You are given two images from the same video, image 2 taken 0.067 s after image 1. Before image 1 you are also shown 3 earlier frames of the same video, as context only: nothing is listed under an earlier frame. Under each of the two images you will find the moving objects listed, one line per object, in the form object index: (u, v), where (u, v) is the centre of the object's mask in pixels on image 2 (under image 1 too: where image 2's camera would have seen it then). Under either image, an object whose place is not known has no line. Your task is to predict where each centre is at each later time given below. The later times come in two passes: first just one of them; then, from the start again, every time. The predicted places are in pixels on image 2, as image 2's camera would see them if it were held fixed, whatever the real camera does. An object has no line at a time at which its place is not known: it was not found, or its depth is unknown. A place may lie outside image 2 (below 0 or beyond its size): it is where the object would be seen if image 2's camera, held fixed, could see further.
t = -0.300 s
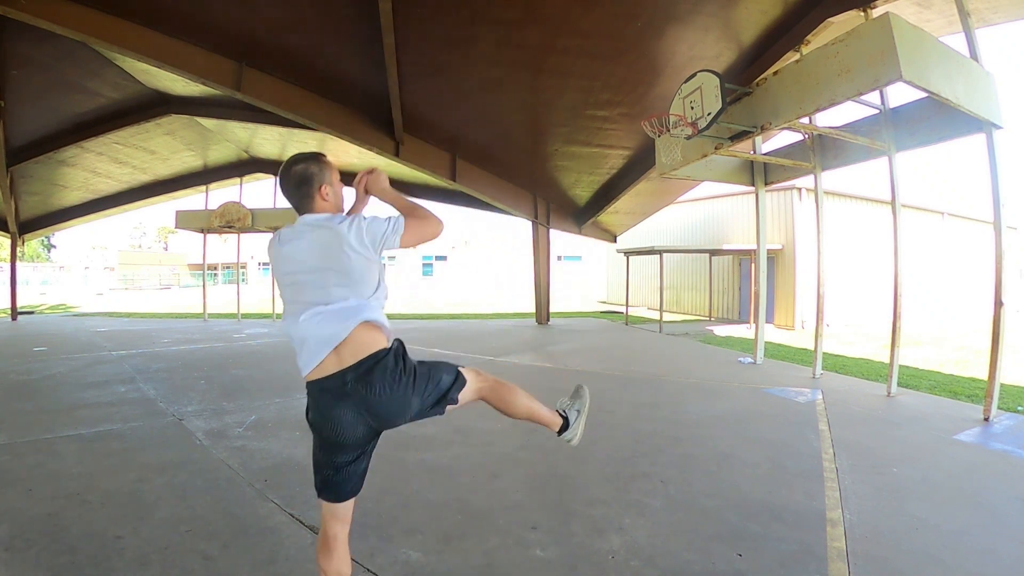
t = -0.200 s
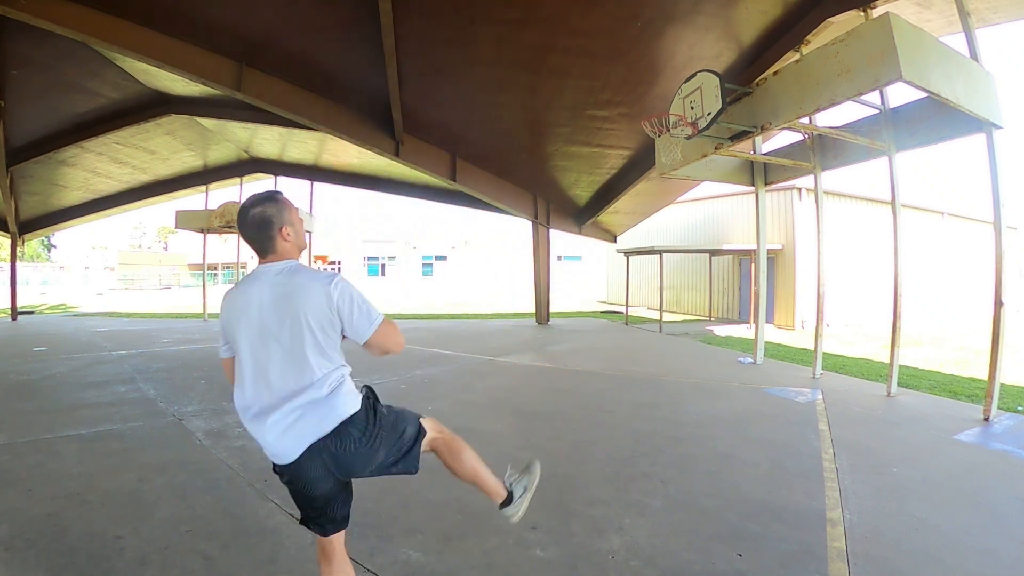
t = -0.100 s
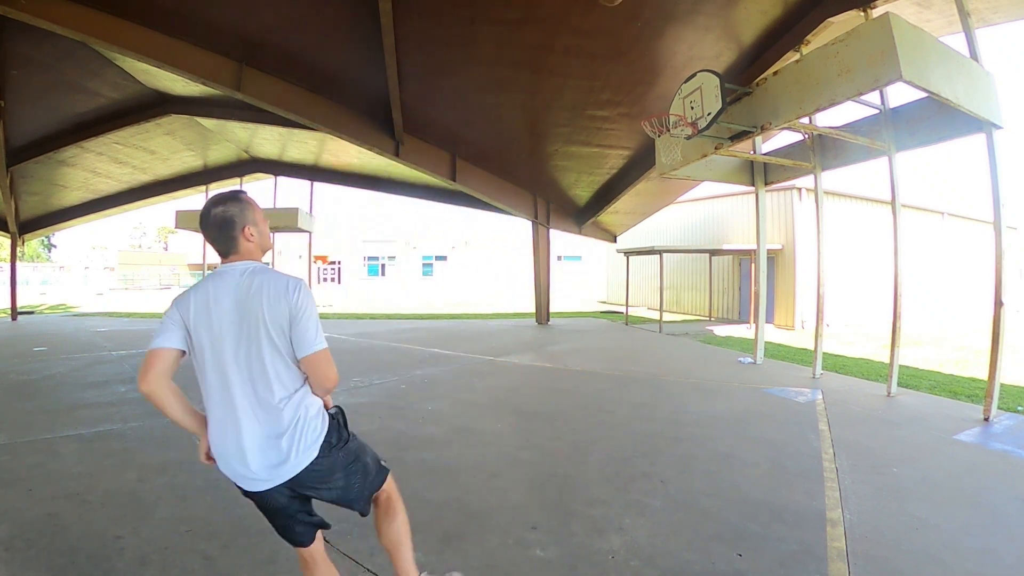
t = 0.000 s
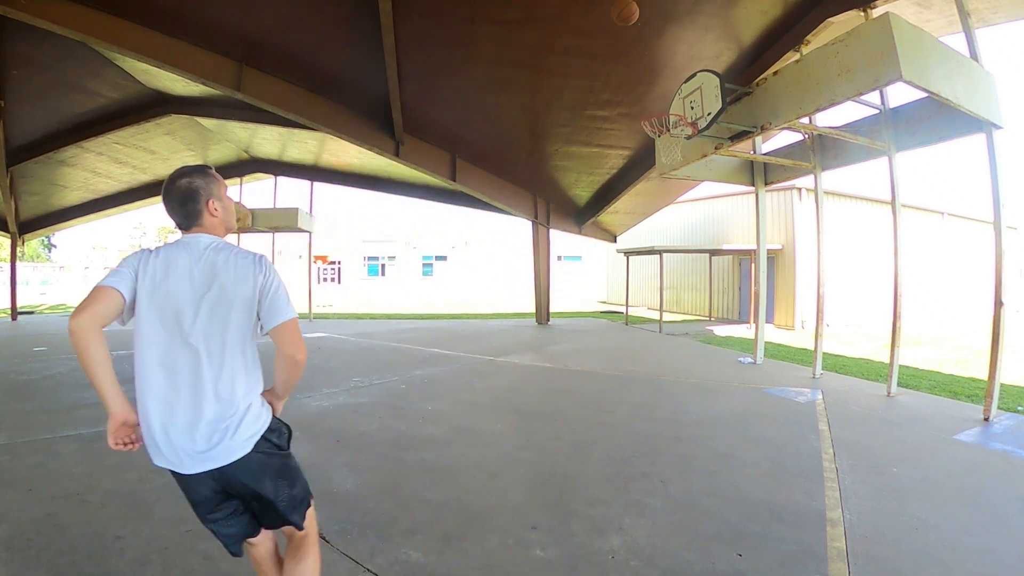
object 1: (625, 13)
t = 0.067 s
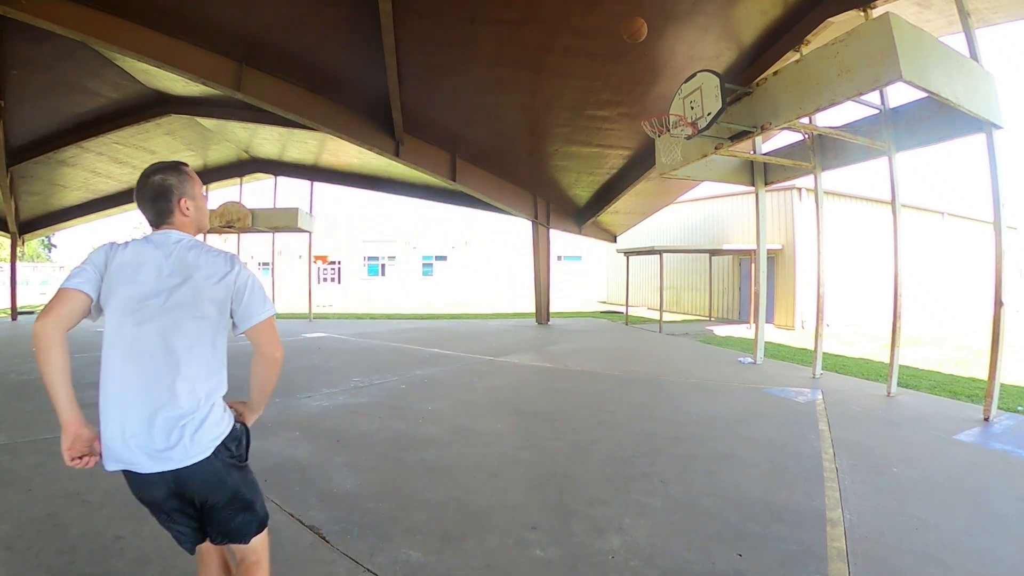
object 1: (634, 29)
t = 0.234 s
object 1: (655, 85)
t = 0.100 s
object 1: (640, 39)
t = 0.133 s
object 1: (644, 50)
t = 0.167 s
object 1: (649, 62)
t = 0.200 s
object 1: (650, 72)
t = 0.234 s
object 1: (655, 85)
